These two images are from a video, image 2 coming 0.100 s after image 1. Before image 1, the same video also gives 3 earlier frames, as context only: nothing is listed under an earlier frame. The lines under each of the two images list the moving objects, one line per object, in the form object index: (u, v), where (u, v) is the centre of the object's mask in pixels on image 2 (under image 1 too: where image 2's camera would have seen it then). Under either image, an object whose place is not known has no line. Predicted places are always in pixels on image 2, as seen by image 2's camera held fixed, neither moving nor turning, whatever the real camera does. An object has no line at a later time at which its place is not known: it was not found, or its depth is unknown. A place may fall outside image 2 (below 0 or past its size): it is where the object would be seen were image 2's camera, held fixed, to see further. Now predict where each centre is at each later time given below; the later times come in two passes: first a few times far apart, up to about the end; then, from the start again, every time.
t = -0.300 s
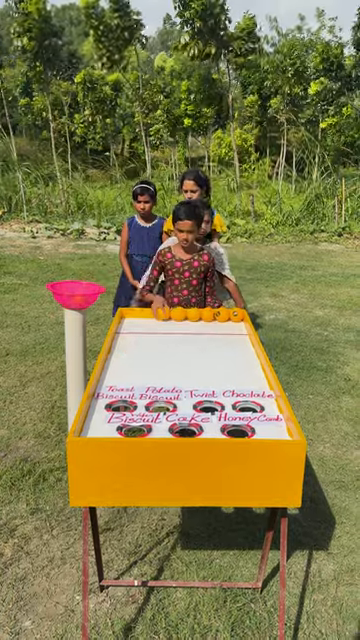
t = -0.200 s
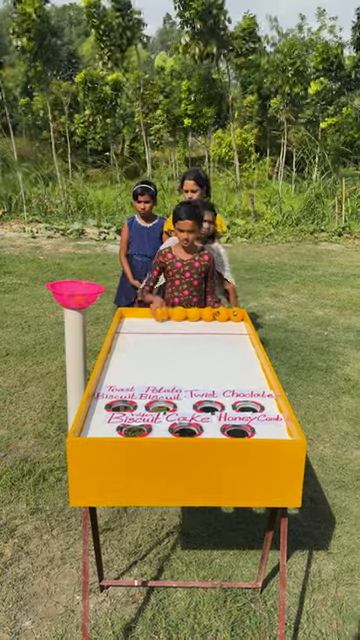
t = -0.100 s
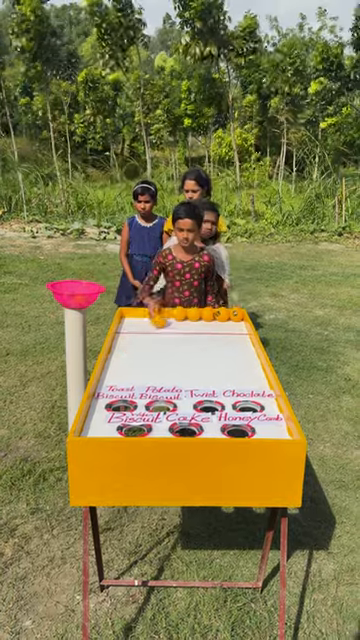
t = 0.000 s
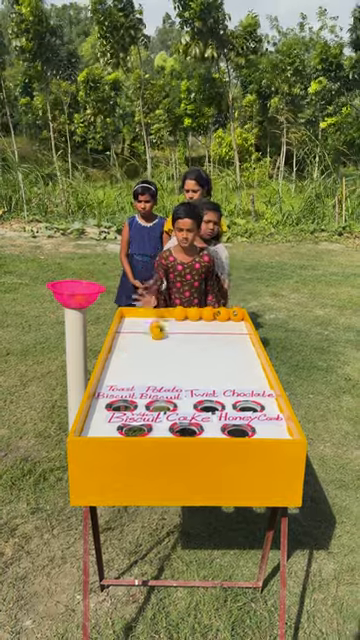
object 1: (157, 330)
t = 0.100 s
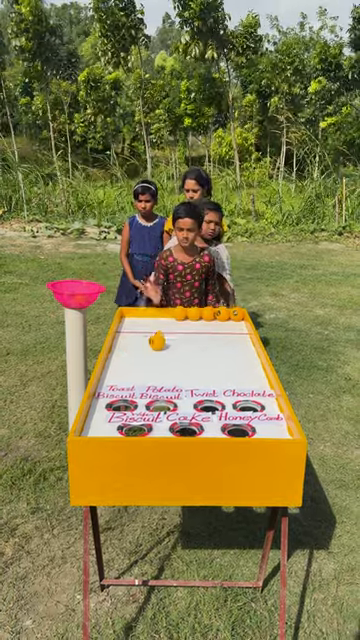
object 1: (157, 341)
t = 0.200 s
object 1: (157, 352)
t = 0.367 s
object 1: (157, 372)
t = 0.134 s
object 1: (157, 345)
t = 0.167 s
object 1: (157, 349)
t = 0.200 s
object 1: (157, 352)
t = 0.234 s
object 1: (157, 356)
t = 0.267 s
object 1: (157, 359)
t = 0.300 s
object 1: (157, 364)
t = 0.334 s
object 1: (157, 368)
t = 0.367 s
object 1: (157, 372)
